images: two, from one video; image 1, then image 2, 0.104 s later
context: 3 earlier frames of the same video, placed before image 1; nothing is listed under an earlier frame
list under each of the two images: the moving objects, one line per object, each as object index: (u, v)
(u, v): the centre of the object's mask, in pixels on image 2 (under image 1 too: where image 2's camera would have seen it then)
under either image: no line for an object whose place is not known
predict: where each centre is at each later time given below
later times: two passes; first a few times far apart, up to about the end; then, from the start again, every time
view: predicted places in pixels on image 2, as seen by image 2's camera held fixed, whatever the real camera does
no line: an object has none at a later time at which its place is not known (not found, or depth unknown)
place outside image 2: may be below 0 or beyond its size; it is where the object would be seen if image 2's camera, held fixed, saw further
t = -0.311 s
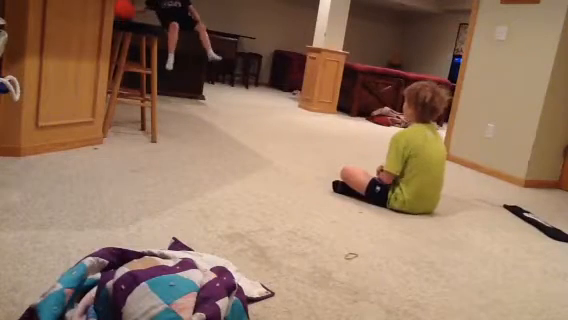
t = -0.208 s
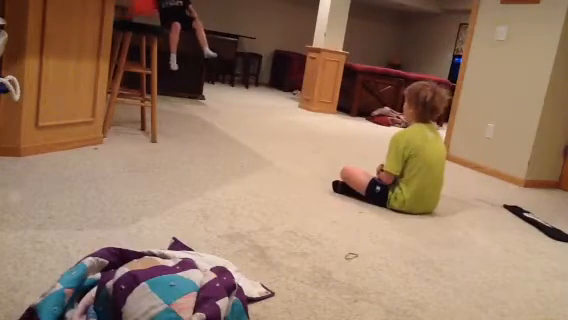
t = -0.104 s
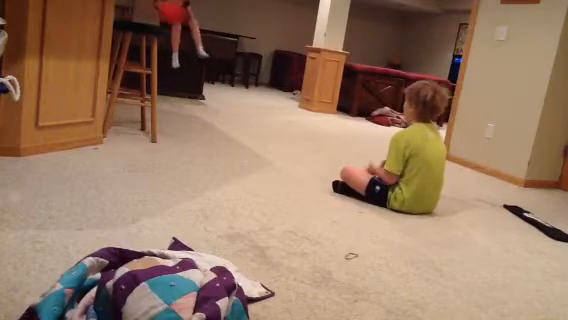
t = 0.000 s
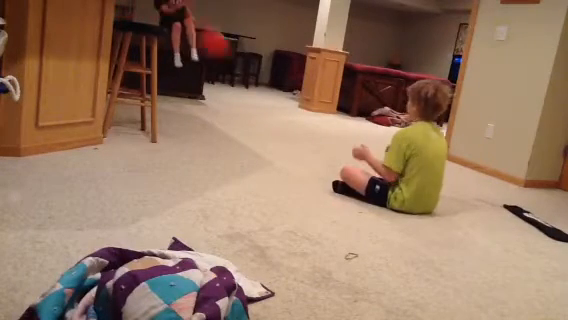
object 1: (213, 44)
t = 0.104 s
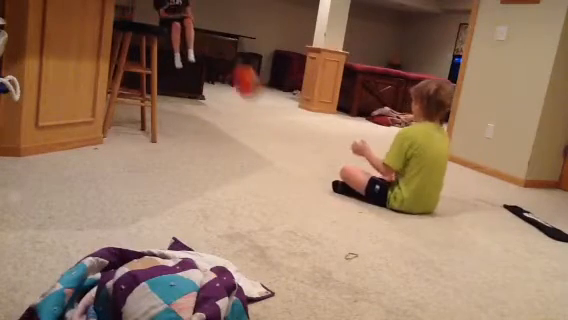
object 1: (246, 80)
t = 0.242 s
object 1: (293, 124)
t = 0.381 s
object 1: (344, 95)
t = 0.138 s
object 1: (259, 99)
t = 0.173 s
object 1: (270, 118)
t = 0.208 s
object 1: (281, 134)
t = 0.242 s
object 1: (293, 124)
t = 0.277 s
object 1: (304, 116)
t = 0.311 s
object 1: (316, 107)
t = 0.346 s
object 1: (330, 100)
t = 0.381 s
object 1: (344, 95)
